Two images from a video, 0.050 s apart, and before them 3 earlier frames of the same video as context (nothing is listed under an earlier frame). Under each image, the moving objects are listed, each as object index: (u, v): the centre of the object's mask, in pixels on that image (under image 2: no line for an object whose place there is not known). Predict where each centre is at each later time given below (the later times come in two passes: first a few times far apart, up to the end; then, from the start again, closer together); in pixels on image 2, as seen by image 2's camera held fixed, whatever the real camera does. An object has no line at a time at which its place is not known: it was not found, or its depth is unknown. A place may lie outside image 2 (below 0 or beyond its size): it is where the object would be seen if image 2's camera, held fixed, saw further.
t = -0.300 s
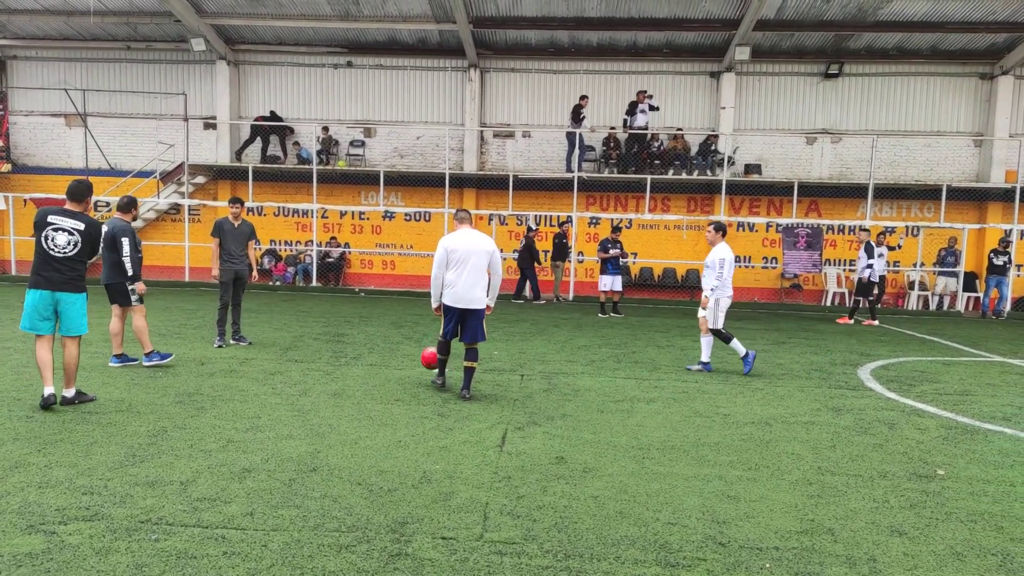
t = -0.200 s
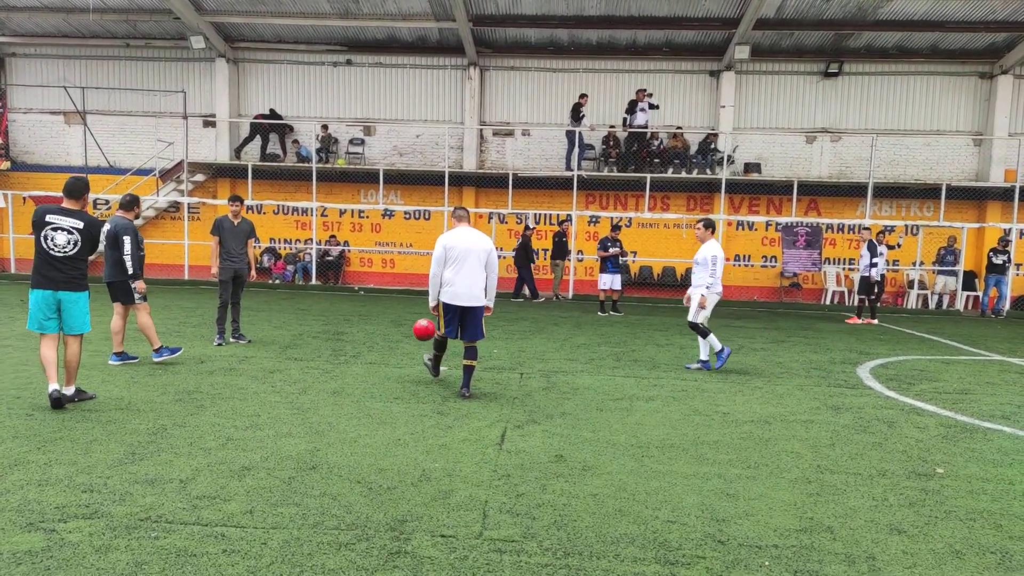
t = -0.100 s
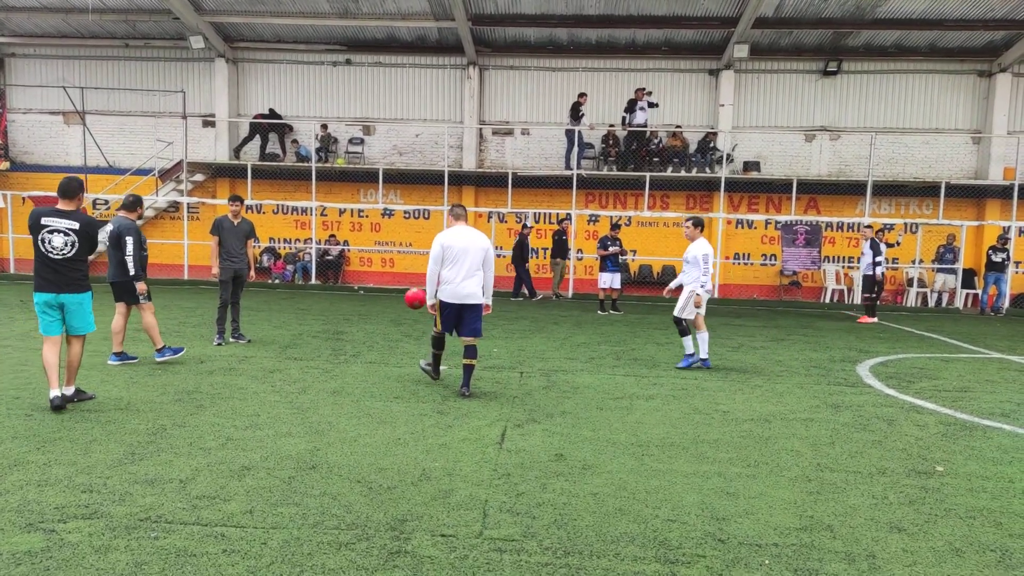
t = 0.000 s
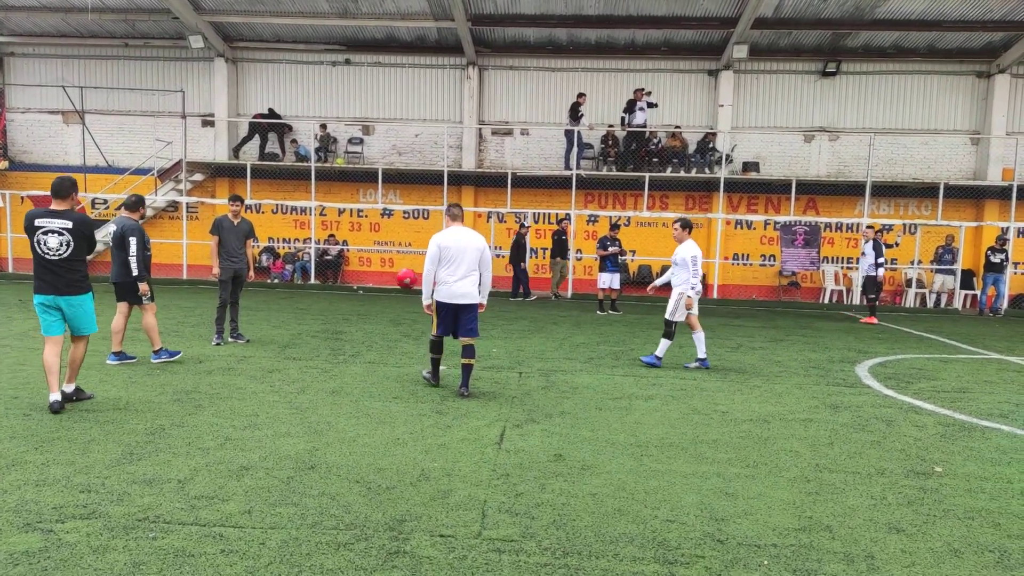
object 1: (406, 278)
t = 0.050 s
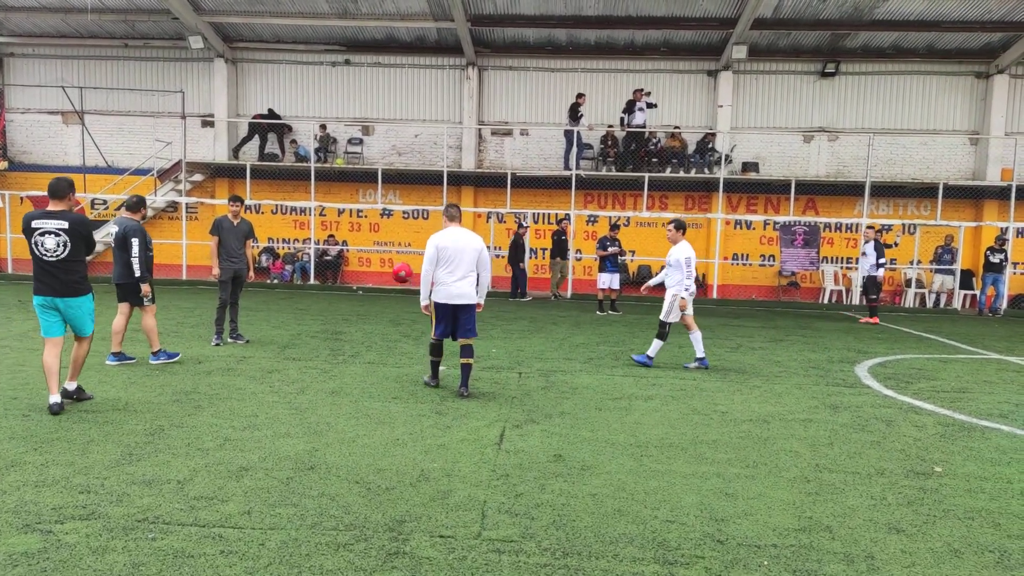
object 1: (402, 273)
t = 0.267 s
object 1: (385, 272)
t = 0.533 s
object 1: (365, 324)
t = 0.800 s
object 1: (356, 300)
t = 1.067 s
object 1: (350, 298)
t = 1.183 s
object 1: (346, 315)
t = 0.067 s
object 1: (401, 271)
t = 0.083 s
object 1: (399, 270)
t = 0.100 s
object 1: (398, 269)
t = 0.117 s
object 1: (397, 268)
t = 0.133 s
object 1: (395, 268)
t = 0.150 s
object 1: (394, 267)
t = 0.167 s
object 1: (393, 267)
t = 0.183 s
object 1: (391, 268)
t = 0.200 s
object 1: (390, 268)
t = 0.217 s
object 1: (389, 269)
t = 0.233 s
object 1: (387, 270)
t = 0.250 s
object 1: (386, 271)
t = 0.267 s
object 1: (385, 272)
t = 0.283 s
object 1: (384, 274)
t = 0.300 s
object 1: (382, 276)
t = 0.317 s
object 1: (381, 279)
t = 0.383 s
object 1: (376, 289)
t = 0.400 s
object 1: (375, 292)
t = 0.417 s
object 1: (374, 295)
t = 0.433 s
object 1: (373, 299)
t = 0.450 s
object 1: (371, 302)
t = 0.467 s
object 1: (370, 306)
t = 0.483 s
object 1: (369, 311)
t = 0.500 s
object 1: (368, 315)
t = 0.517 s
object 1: (367, 319)
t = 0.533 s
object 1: (365, 324)
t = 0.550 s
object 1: (364, 329)
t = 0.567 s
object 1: (363, 334)
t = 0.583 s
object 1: (362, 339)
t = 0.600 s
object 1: (362, 337)
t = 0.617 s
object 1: (361, 332)
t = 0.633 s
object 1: (361, 328)
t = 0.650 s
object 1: (360, 324)
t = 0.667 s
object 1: (360, 321)
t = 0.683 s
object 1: (359, 318)
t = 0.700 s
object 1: (359, 314)
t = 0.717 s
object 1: (358, 311)
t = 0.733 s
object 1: (358, 309)
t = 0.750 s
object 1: (358, 306)
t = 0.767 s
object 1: (357, 304)
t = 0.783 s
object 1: (357, 302)
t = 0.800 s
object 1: (356, 300)
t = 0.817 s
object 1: (356, 298)
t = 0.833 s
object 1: (355, 297)
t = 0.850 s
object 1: (355, 295)
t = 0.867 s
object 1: (355, 294)
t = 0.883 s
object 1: (354, 294)
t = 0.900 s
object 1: (354, 293)
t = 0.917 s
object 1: (353, 293)
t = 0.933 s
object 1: (353, 293)
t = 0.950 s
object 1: (353, 292)
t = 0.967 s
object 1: (352, 293)
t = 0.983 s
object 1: (352, 293)
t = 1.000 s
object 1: (352, 294)
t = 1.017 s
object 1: (351, 295)
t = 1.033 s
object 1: (350, 295)
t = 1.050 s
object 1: (349, 297)
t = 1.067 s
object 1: (350, 298)
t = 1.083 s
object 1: (349, 300)
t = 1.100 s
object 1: (348, 302)
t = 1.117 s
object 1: (348, 304)
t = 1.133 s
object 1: (348, 307)
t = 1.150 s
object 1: (347, 309)
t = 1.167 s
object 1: (347, 312)
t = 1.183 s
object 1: (346, 315)
